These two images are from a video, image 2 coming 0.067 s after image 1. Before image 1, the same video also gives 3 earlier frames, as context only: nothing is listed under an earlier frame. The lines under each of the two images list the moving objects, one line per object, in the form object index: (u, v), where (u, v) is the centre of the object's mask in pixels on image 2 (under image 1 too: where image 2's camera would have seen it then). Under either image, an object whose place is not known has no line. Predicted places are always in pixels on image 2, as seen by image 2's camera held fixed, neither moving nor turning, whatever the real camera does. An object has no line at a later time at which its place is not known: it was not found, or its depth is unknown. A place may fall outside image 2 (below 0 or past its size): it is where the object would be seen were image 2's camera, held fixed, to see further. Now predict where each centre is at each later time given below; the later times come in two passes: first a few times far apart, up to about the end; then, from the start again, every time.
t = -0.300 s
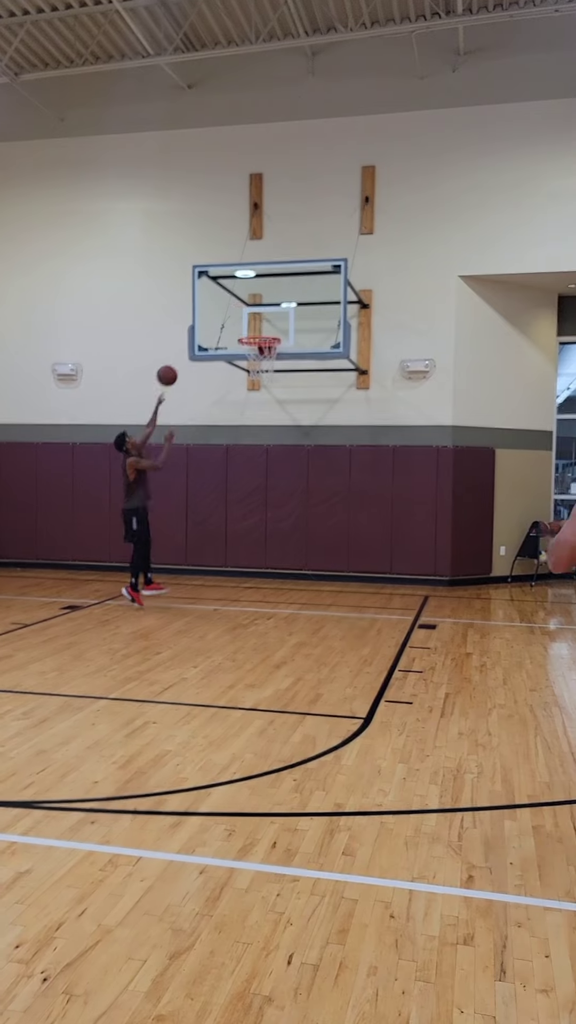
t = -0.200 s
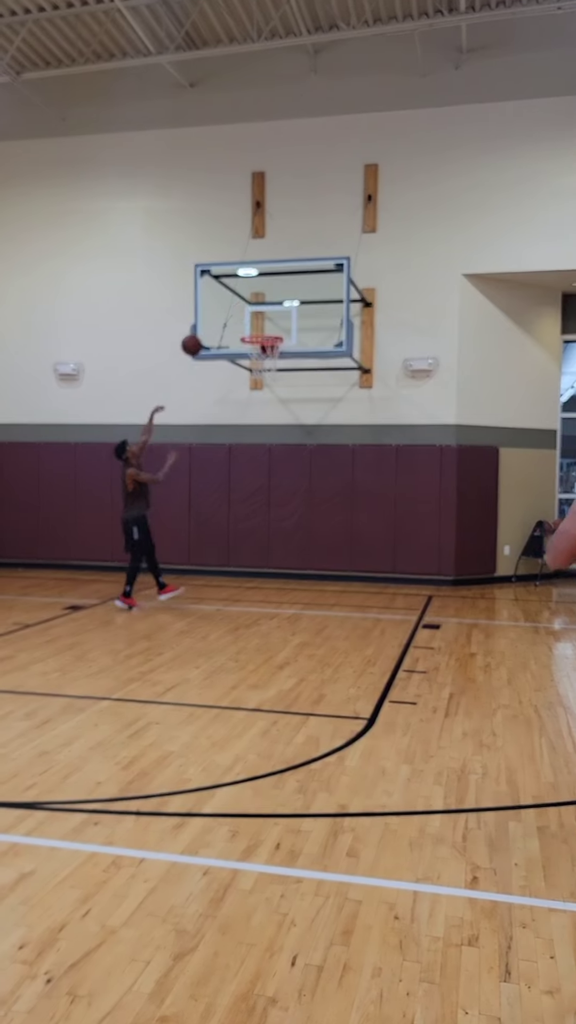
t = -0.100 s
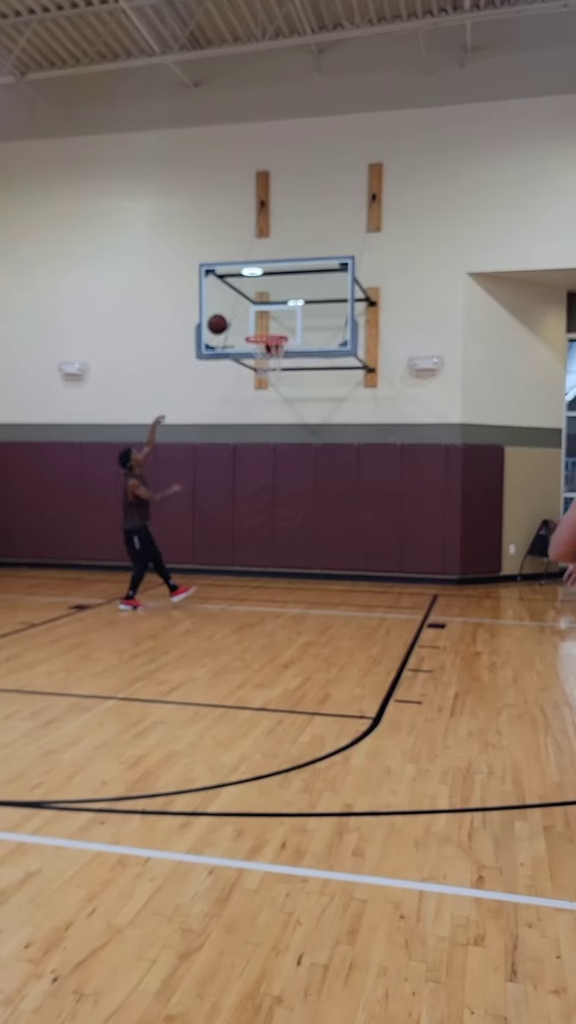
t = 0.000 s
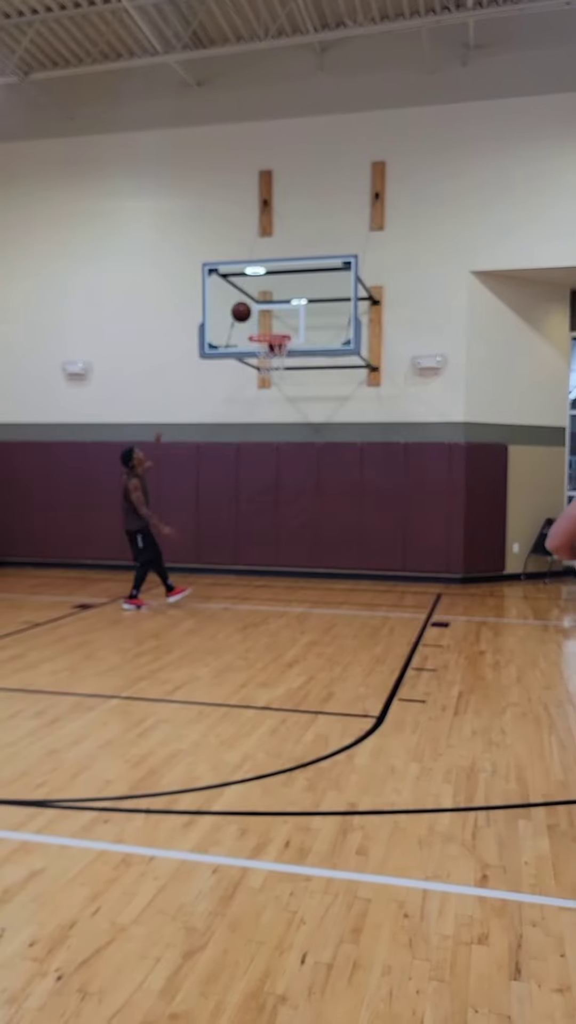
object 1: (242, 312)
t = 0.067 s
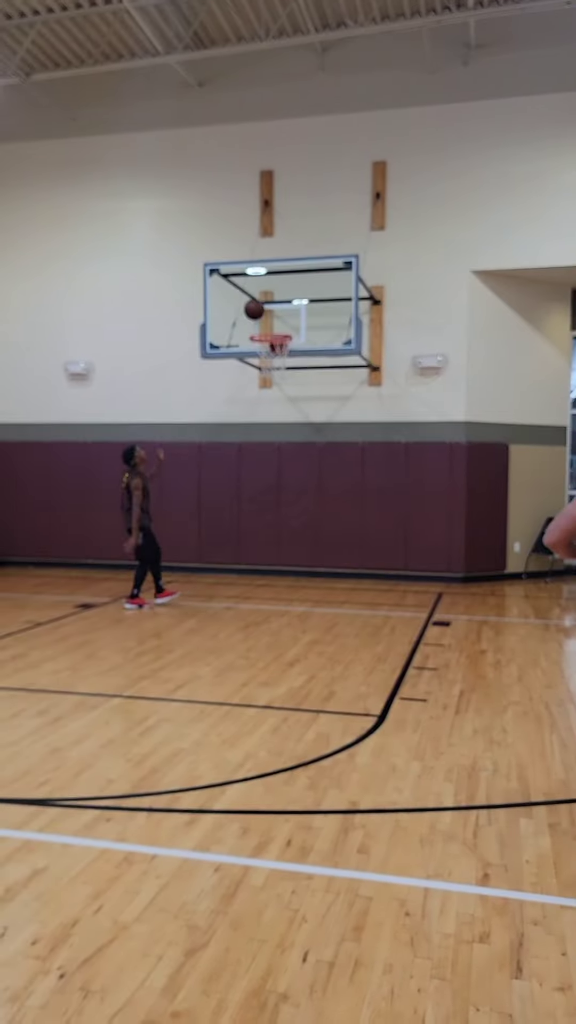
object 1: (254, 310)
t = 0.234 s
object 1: (262, 320)
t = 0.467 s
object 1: (271, 369)
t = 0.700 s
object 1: (274, 425)
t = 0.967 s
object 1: (275, 549)
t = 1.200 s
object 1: (278, 533)
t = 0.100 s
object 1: (255, 310)
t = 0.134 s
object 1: (257, 311)
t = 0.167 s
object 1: (259, 313)
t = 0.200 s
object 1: (261, 316)
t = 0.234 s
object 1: (262, 320)
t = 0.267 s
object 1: (264, 324)
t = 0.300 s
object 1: (265, 327)
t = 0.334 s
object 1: (265, 336)
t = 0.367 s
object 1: (269, 346)
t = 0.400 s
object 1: (269, 353)
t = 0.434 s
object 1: (271, 360)
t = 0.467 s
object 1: (271, 369)
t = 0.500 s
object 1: (272, 370)
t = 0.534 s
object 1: (272, 377)
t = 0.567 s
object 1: (273, 384)
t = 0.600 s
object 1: (273, 393)
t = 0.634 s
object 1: (273, 403)
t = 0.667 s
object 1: (274, 414)
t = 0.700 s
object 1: (274, 425)
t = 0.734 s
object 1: (275, 438)
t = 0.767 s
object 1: (275, 450)
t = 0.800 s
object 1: (275, 464)
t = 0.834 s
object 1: (275, 479)
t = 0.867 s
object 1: (274, 495)
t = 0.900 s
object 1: (275, 512)
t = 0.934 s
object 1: (275, 530)
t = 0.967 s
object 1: (275, 549)
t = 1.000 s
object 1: (277, 570)
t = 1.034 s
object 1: (277, 591)
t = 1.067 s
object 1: (277, 587)
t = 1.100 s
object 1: (277, 572)
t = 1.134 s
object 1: (278, 559)
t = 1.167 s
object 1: (277, 544)
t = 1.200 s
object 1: (278, 533)
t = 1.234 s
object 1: (278, 523)
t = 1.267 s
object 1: (278, 514)
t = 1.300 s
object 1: (279, 506)
